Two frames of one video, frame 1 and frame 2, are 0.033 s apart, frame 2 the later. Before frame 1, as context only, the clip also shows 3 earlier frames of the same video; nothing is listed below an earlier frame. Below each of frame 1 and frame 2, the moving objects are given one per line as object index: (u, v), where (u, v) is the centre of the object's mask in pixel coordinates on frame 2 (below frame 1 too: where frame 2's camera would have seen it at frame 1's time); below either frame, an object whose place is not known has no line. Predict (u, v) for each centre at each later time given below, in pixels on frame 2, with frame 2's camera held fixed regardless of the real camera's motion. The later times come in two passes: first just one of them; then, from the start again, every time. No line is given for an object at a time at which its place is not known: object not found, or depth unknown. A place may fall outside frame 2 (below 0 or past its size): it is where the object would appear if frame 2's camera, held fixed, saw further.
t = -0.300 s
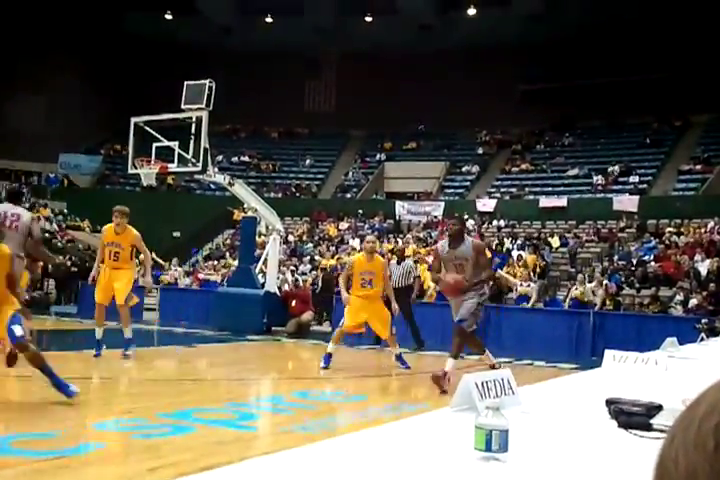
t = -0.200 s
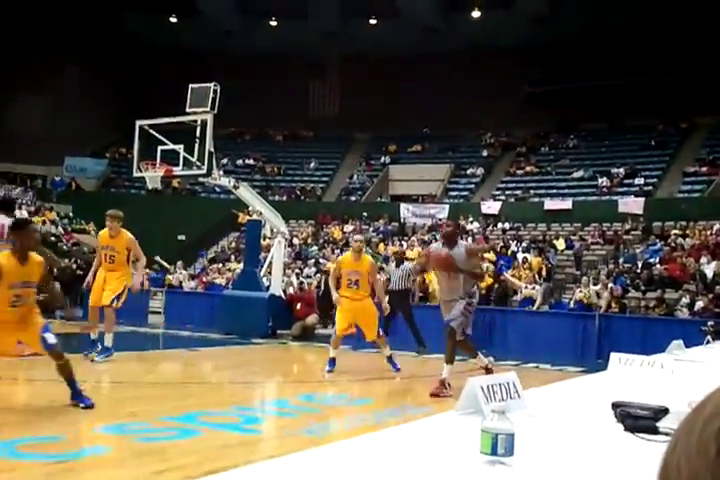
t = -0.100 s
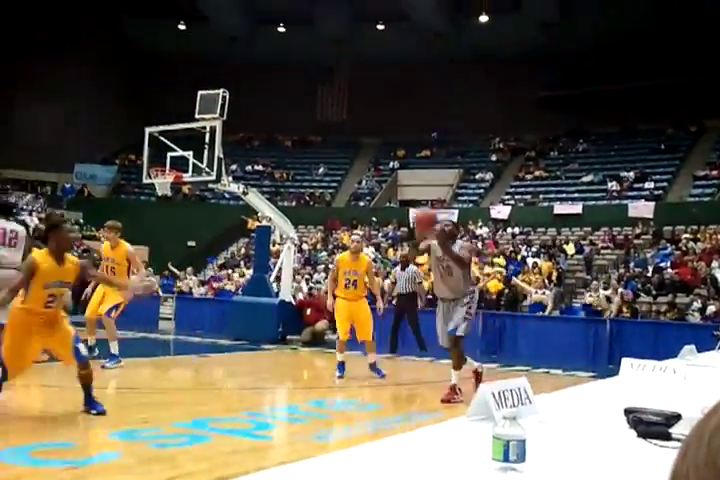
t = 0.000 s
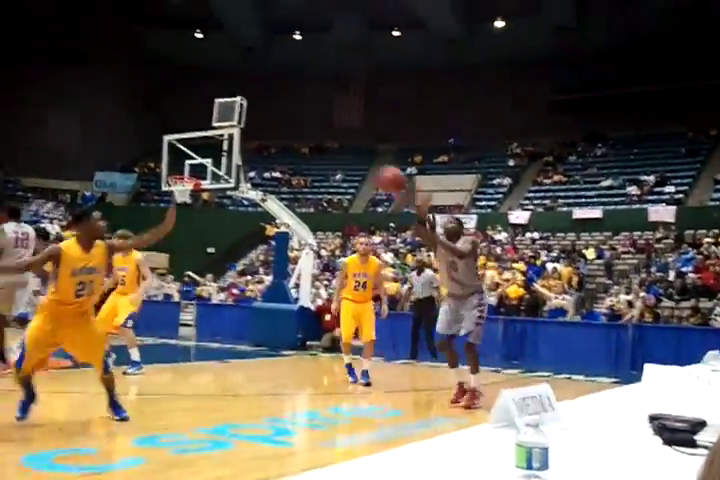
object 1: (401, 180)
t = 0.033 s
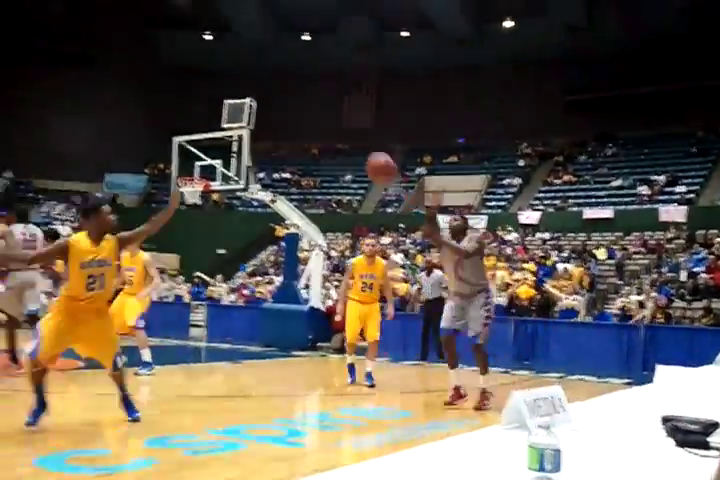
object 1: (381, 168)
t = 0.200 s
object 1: (254, 108)
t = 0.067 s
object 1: (358, 154)
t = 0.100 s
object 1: (334, 142)
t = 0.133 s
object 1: (308, 131)
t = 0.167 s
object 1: (282, 119)
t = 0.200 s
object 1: (254, 108)
